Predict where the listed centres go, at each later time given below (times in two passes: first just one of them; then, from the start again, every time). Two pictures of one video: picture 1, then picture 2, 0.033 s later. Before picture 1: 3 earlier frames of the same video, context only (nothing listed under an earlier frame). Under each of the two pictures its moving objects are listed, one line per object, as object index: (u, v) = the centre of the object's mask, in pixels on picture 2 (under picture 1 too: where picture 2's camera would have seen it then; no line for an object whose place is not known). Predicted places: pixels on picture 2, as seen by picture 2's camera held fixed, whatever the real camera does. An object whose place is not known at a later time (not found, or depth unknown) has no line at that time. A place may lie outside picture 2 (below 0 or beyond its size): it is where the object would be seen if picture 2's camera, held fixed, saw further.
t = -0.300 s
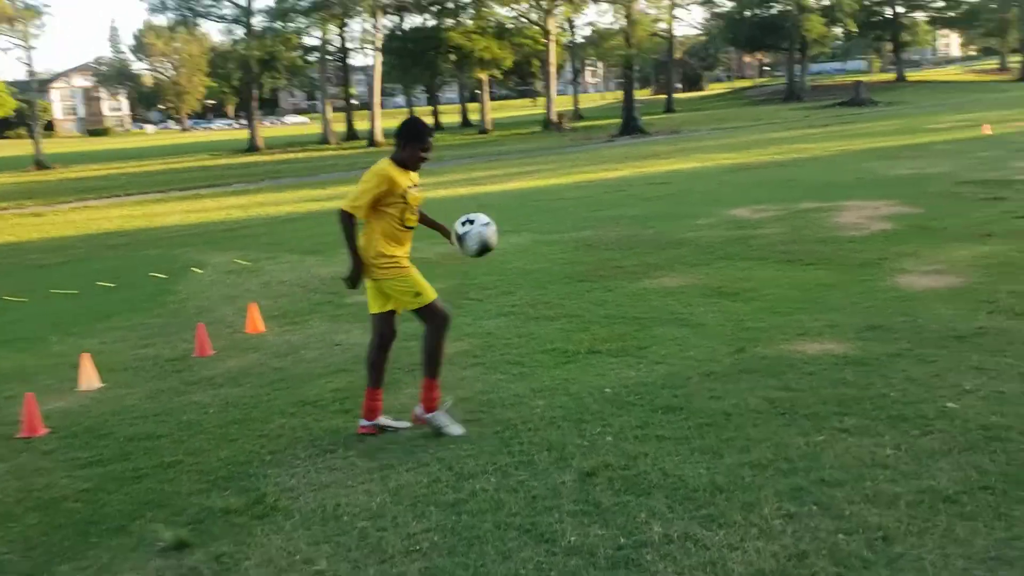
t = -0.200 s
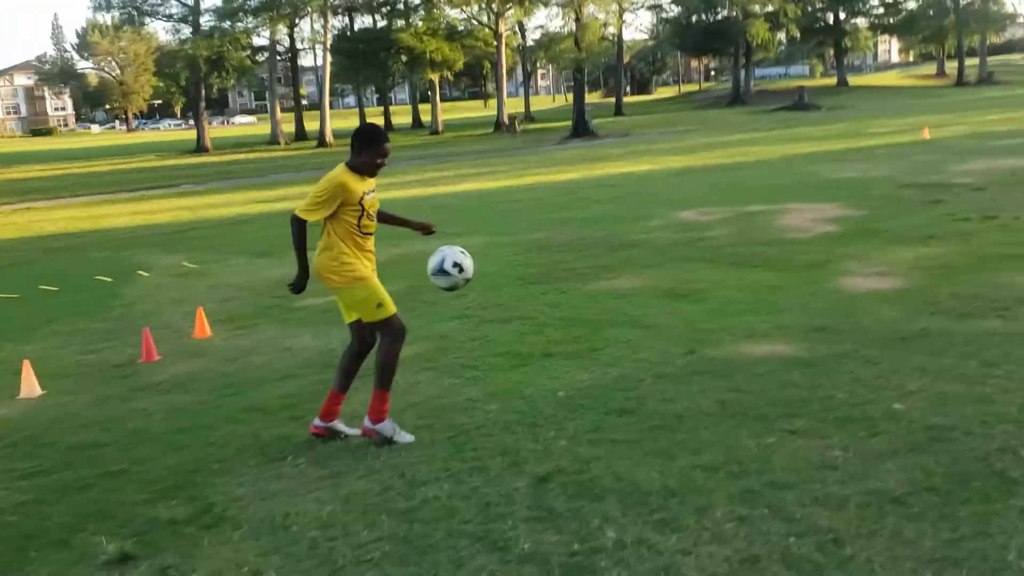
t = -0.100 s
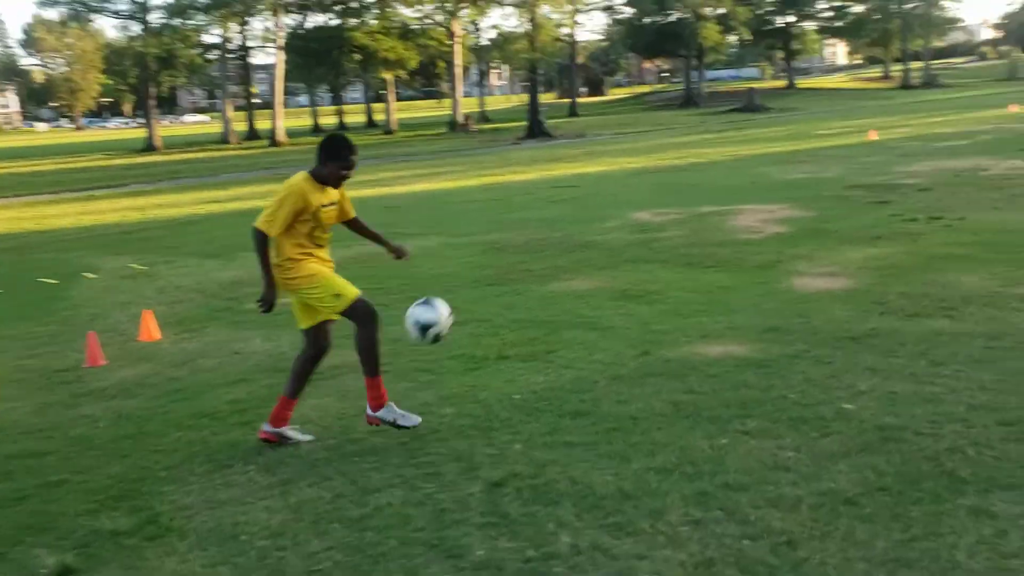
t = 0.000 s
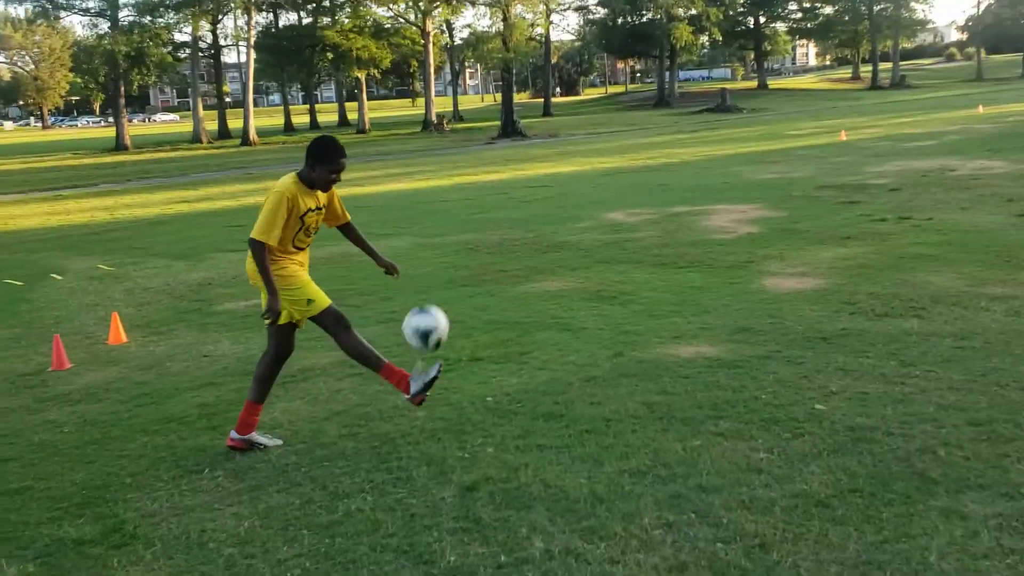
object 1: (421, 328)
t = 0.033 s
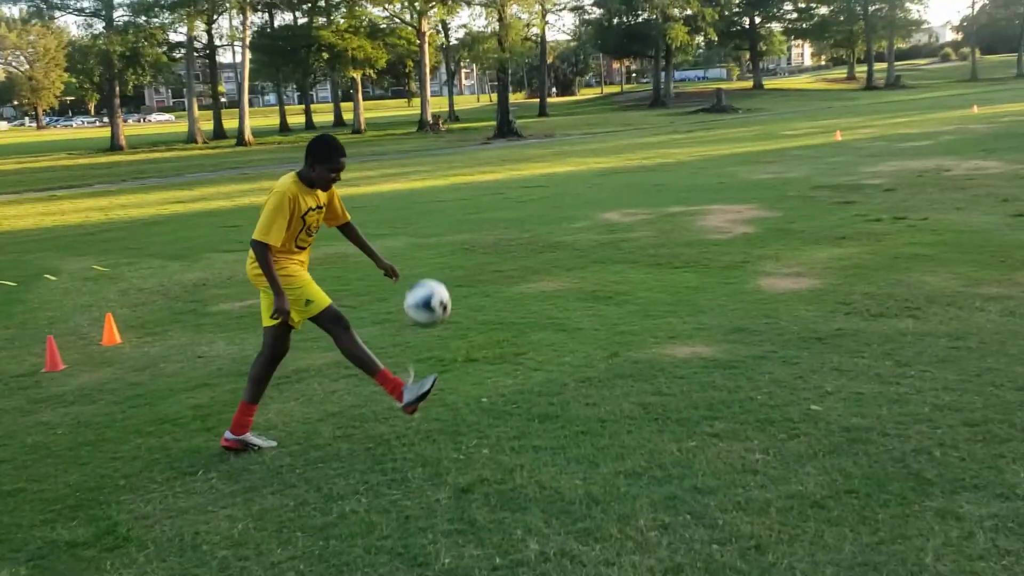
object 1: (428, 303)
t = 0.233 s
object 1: (471, 188)
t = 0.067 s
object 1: (435, 278)
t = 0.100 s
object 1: (442, 256)
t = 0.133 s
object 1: (449, 236)
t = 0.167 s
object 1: (456, 217)
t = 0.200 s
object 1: (463, 202)
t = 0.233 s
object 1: (471, 188)
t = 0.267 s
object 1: (478, 178)
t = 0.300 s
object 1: (485, 169)
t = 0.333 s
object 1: (493, 163)
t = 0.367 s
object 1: (501, 159)
